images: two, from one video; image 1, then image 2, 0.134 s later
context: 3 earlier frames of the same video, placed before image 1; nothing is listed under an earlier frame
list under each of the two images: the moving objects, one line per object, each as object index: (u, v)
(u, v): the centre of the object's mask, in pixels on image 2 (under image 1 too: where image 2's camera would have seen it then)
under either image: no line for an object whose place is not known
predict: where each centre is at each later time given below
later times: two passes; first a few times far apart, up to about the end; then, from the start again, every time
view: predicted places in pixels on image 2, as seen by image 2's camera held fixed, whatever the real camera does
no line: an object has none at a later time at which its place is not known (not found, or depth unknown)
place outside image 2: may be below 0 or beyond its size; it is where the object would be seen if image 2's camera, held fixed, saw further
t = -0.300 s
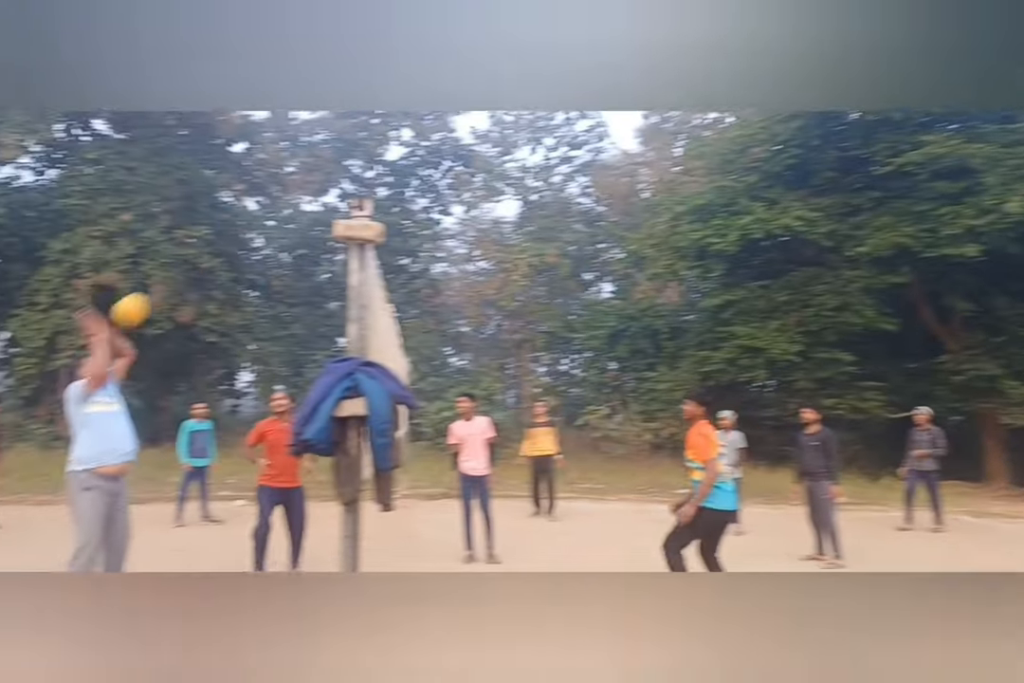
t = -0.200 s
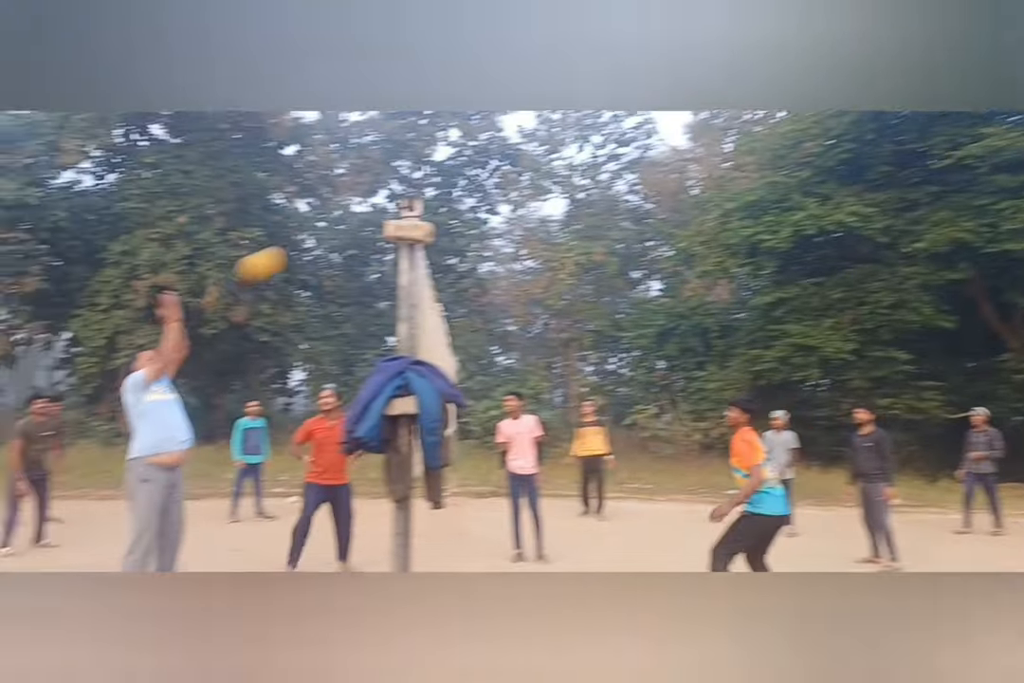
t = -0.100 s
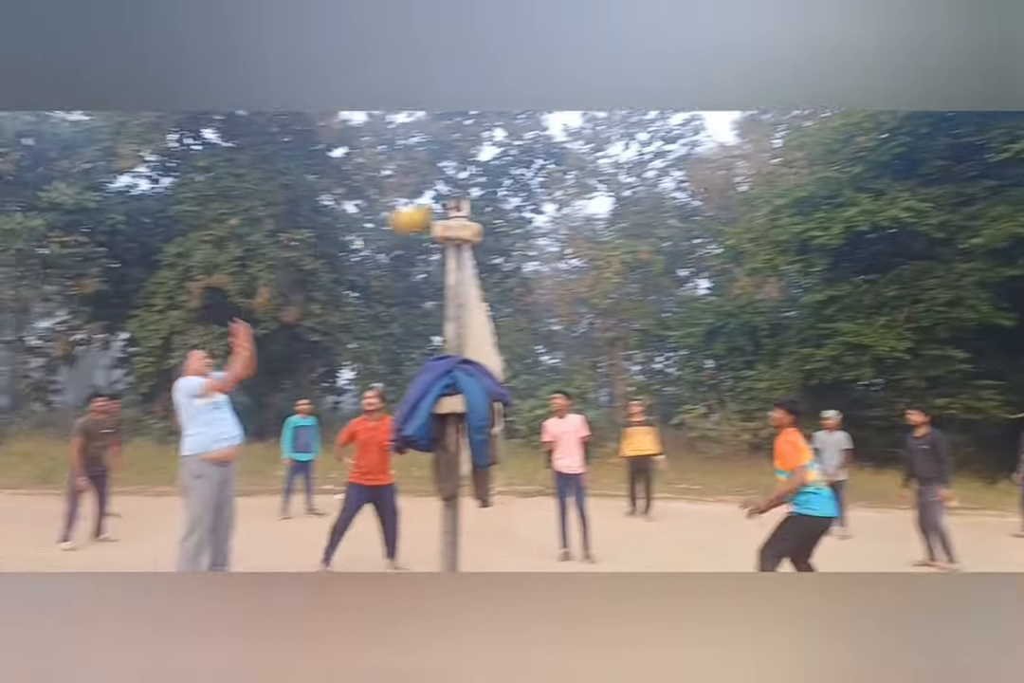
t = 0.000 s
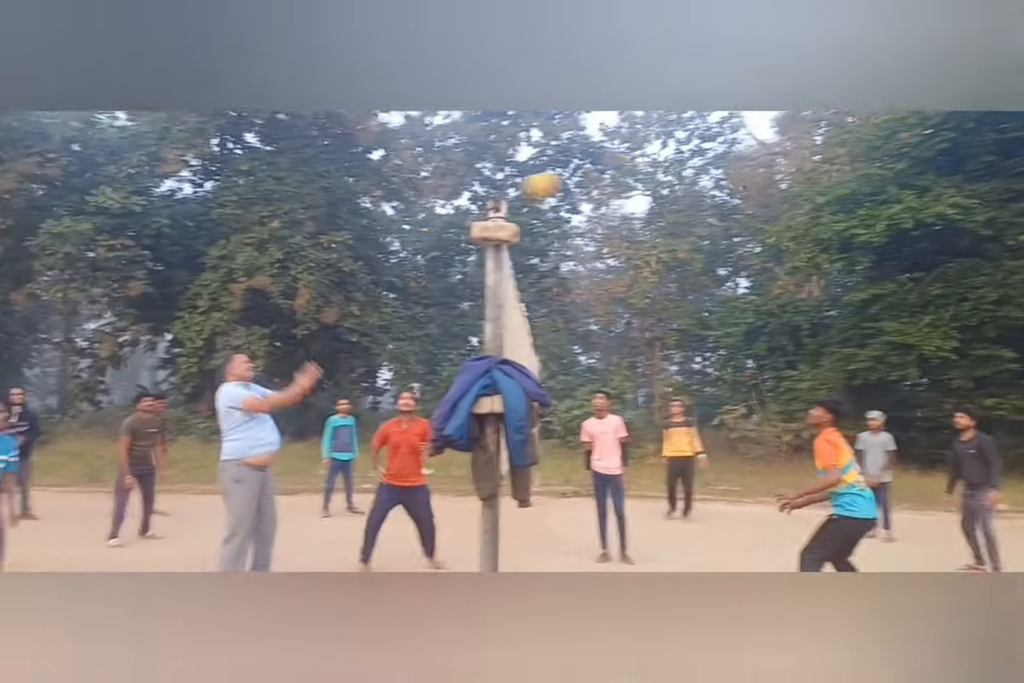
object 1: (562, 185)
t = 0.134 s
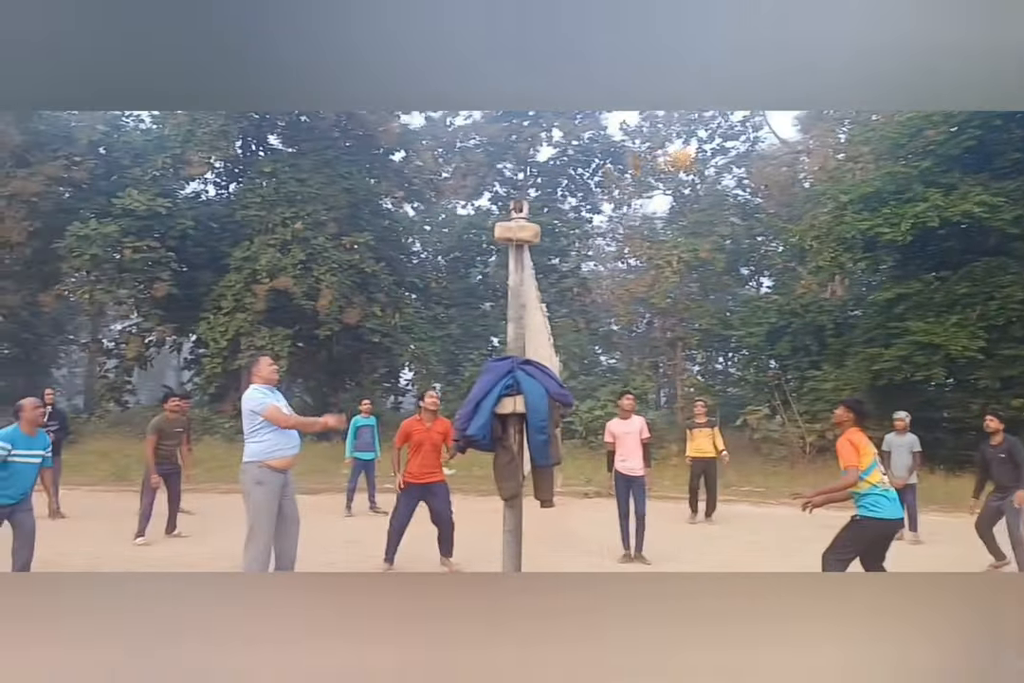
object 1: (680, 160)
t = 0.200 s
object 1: (738, 153)
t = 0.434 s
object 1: (929, 177)
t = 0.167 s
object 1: (708, 154)
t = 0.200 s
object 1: (738, 153)
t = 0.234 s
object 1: (767, 152)
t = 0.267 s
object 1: (792, 152)
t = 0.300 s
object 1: (821, 154)
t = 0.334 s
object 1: (849, 157)
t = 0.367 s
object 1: (876, 162)
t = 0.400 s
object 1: (903, 169)
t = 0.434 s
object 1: (929, 177)
